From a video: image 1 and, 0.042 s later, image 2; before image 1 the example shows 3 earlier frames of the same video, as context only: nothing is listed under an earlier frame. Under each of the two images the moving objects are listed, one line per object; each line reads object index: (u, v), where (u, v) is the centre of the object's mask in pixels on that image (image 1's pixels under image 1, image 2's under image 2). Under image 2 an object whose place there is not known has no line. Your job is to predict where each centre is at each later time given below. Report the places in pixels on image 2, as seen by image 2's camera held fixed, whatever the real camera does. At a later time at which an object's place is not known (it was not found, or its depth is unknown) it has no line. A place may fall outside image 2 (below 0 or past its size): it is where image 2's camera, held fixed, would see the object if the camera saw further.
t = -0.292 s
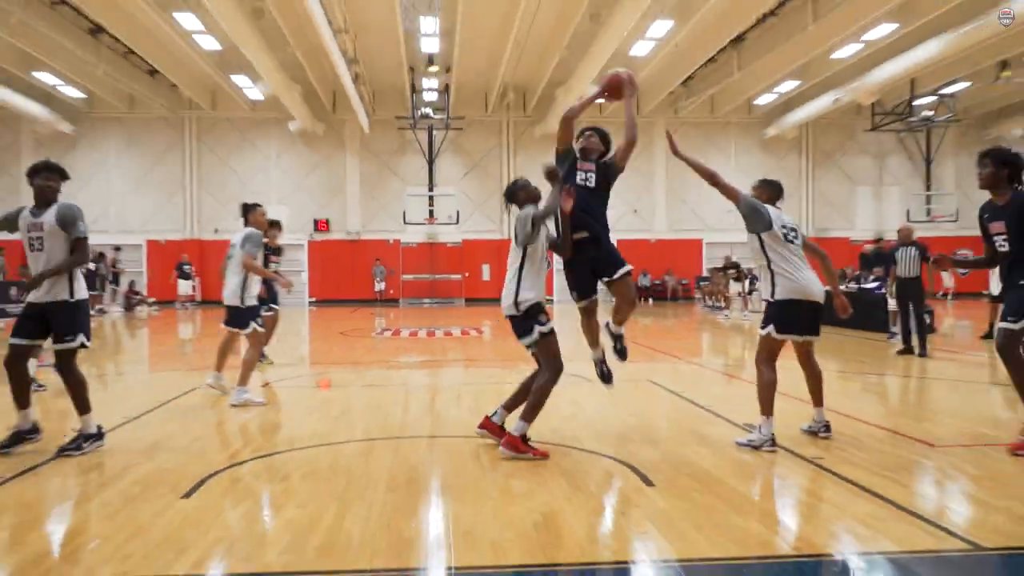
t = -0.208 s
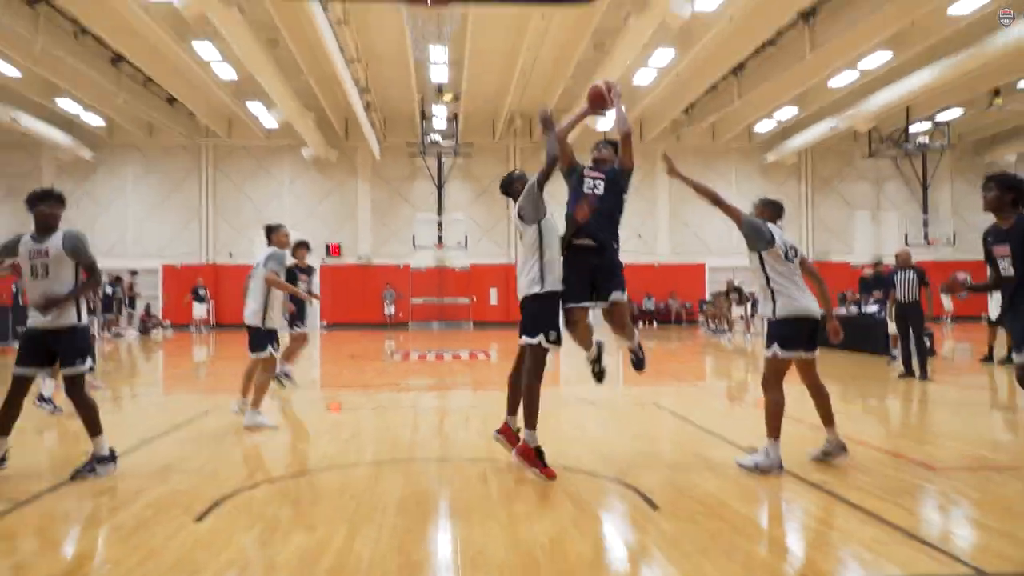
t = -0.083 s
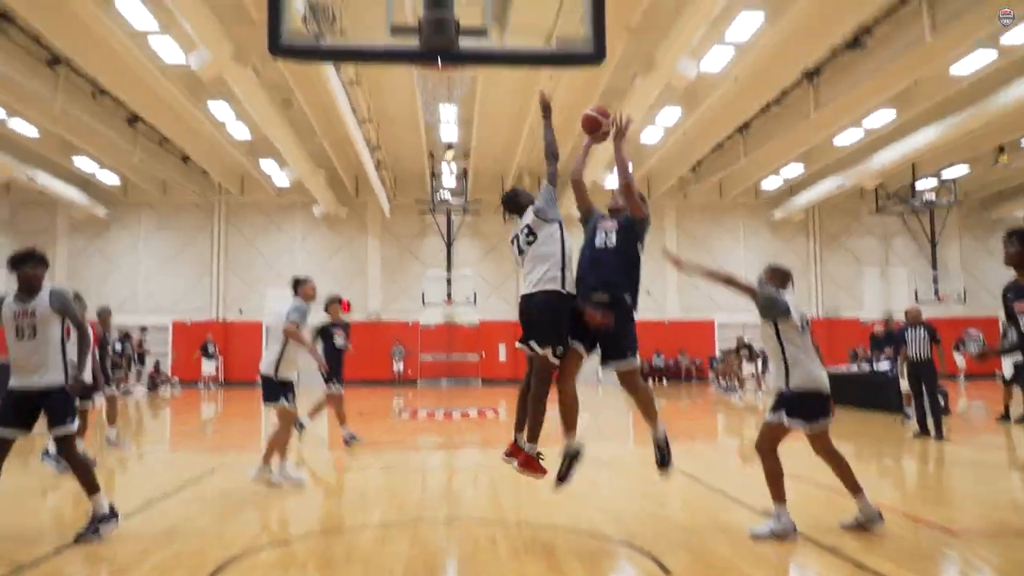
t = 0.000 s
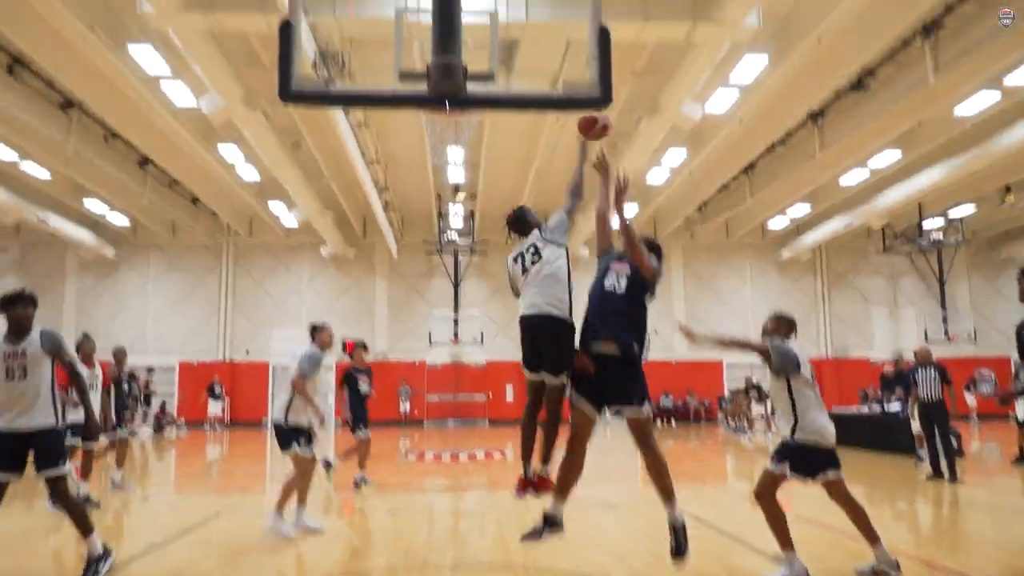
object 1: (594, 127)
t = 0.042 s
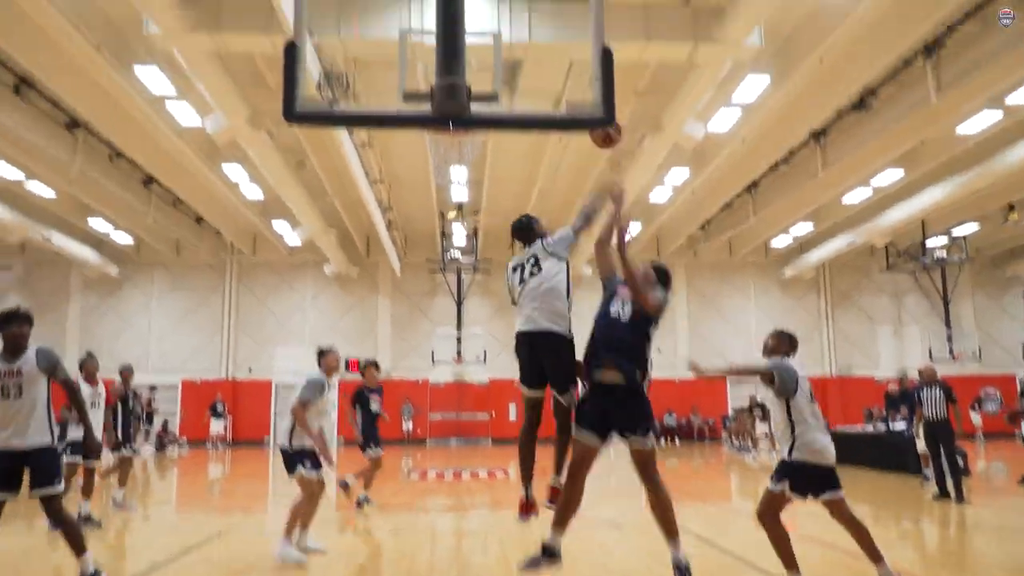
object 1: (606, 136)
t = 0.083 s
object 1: (619, 123)
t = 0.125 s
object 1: (627, 113)
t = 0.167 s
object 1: (634, 108)
